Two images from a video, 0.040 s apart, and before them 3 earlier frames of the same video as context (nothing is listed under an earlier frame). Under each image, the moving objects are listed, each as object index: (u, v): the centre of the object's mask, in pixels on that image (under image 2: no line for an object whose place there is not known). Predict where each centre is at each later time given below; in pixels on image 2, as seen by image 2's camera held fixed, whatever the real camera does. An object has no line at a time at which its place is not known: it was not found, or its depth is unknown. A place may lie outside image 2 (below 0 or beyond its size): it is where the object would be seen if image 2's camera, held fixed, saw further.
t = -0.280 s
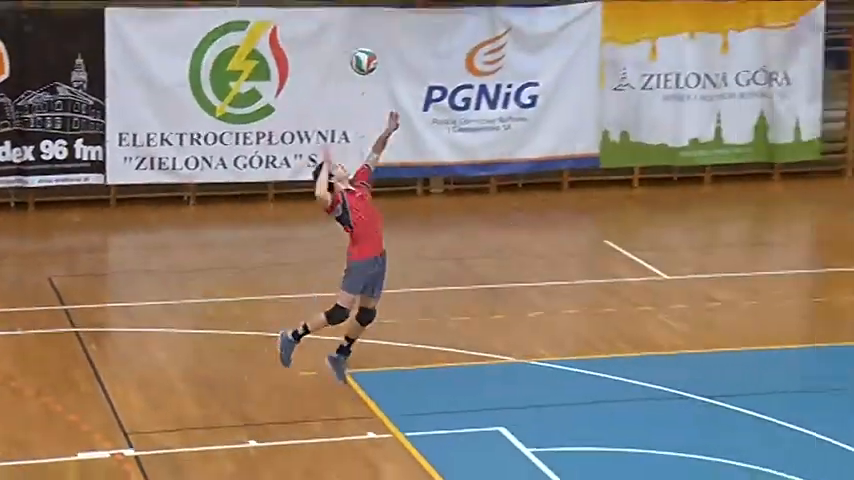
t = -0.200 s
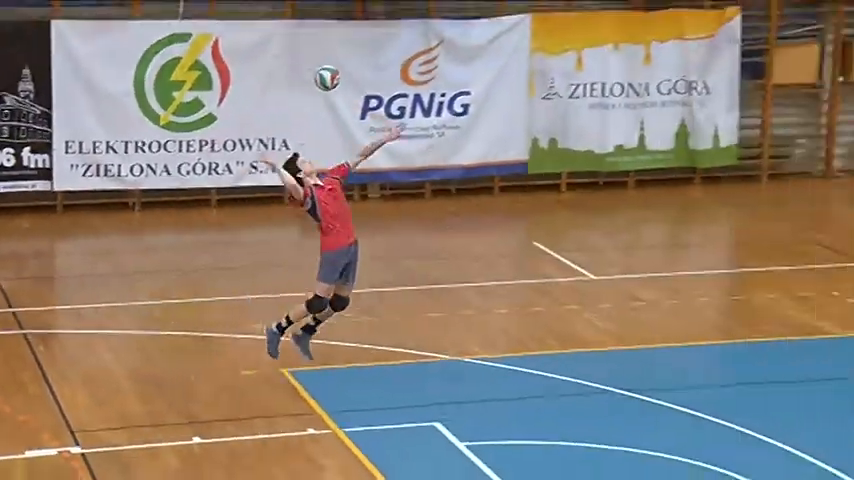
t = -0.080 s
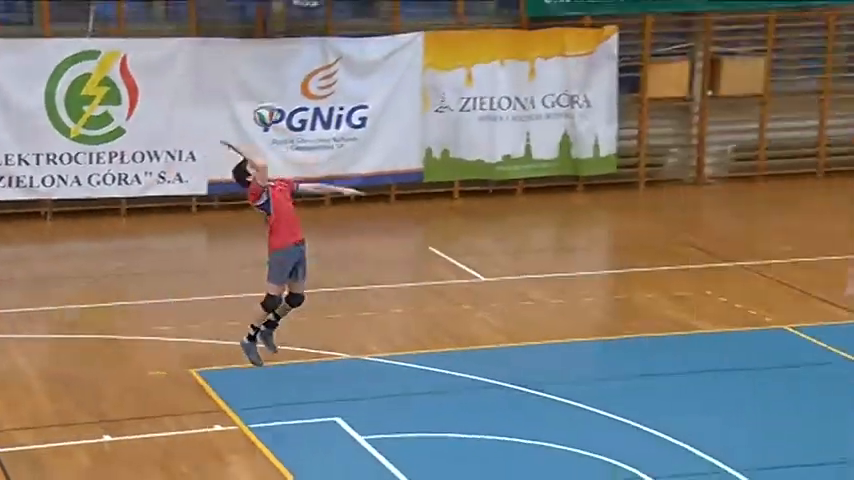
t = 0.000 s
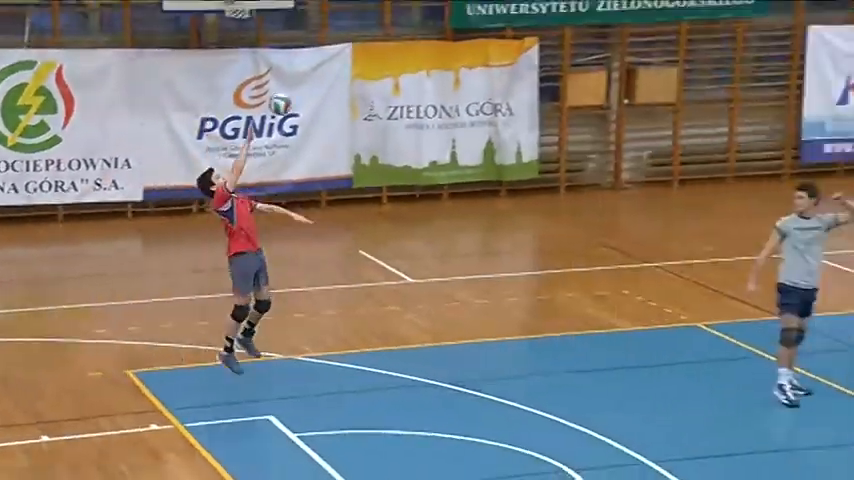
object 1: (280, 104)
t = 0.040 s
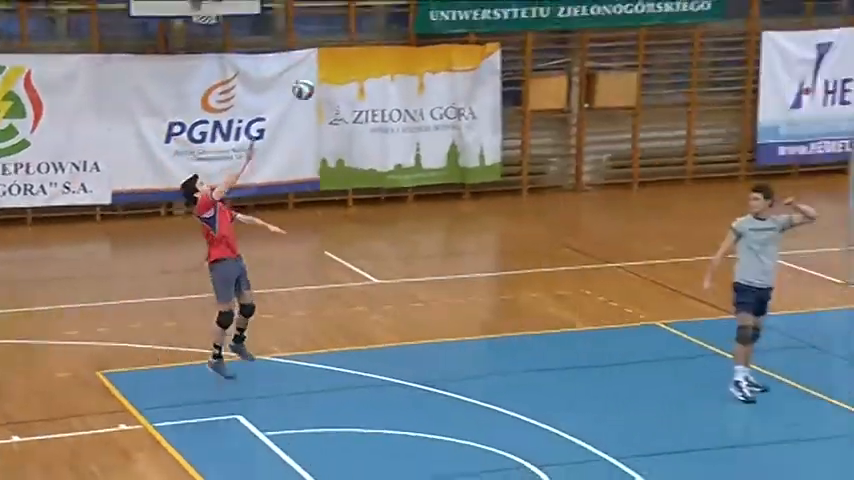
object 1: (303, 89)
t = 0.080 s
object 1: (359, 71)
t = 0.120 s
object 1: (414, 56)
